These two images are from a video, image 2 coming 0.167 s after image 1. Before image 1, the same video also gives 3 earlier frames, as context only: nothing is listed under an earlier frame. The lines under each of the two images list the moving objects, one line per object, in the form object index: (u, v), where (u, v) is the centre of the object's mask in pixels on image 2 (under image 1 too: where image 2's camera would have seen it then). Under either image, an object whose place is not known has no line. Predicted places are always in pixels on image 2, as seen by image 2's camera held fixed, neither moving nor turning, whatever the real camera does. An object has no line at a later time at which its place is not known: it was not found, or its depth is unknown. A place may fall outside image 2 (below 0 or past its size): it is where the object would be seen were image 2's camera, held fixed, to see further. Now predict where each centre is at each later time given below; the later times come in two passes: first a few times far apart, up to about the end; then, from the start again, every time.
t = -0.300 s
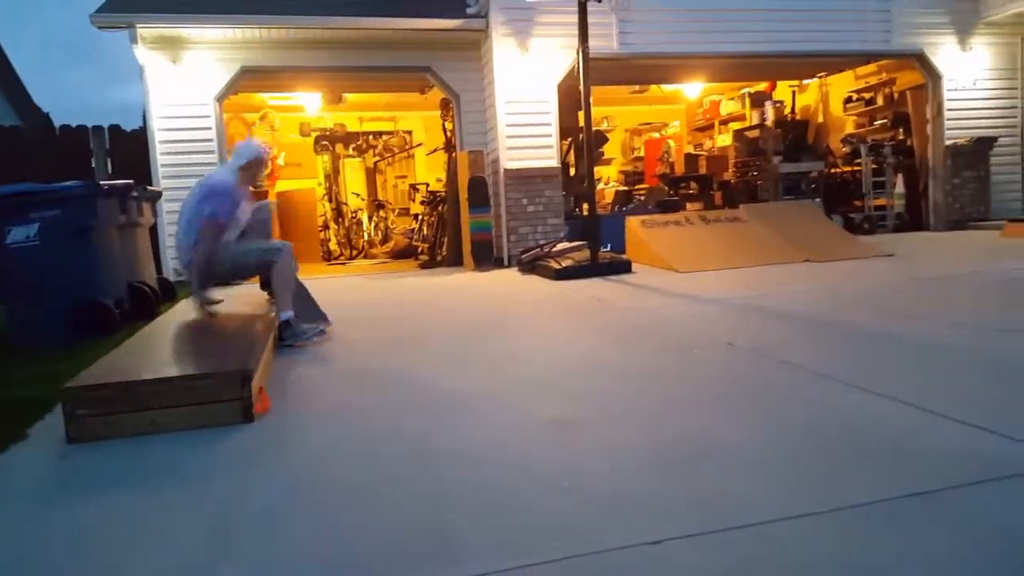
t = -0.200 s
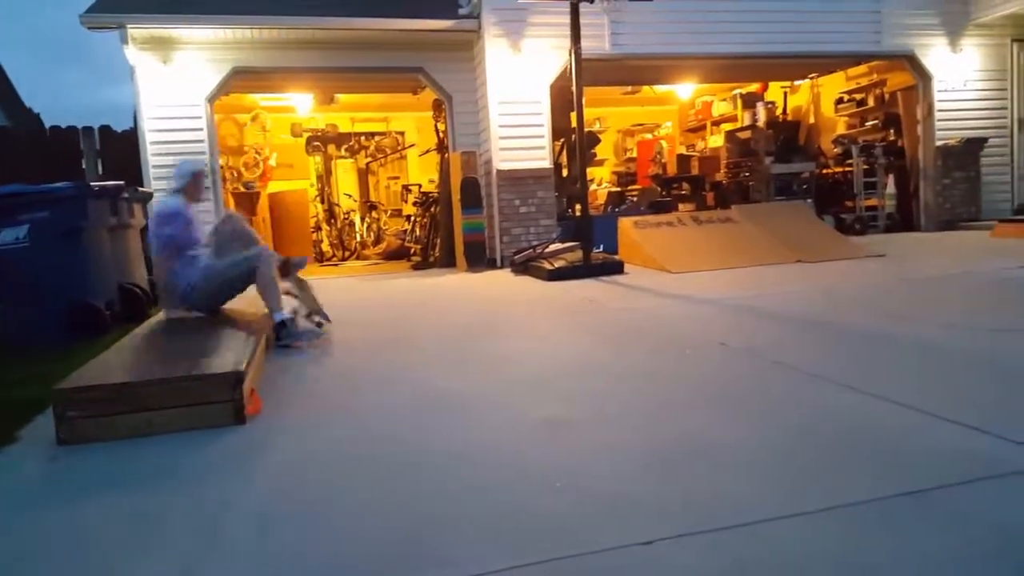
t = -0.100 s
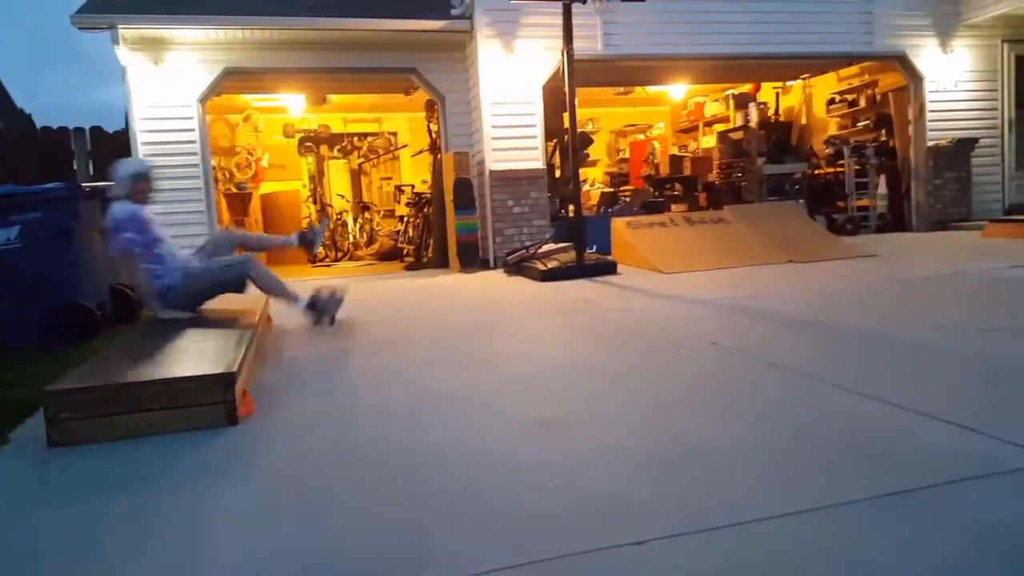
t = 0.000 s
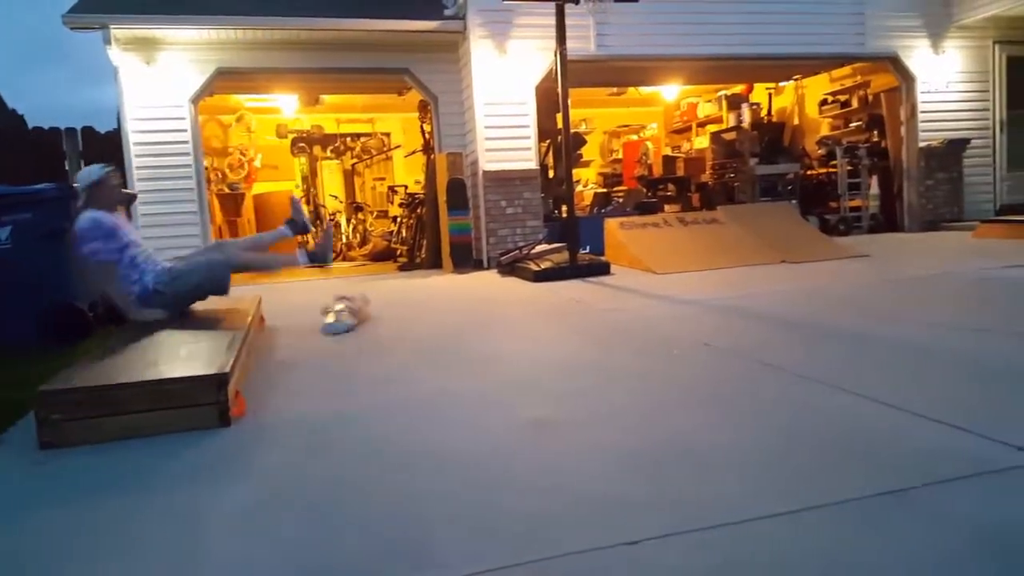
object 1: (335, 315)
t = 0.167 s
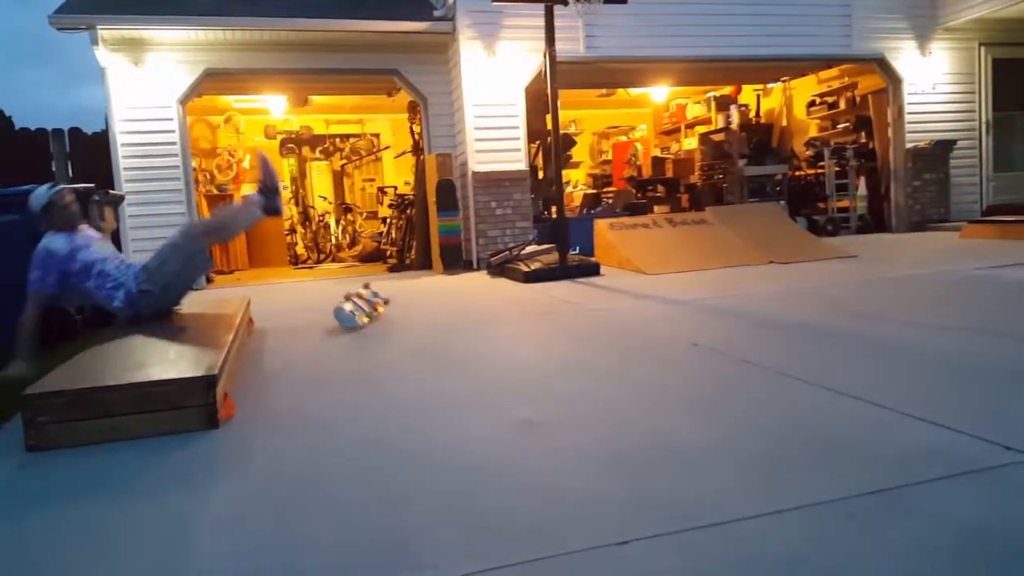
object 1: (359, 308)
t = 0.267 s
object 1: (370, 308)
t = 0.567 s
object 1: (379, 305)
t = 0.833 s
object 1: (368, 308)
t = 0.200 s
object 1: (365, 309)
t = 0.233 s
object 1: (368, 310)
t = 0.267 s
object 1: (370, 308)
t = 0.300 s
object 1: (371, 308)
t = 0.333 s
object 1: (373, 308)
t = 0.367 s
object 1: (374, 308)
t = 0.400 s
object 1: (376, 307)
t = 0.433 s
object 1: (378, 306)
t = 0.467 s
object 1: (379, 306)
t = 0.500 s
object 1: (379, 305)
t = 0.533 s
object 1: (379, 305)
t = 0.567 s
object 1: (379, 305)
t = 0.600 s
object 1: (378, 305)
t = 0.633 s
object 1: (377, 306)
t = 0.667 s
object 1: (376, 307)
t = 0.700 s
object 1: (374, 308)
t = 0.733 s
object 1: (372, 308)
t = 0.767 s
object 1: (371, 308)
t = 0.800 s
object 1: (369, 309)
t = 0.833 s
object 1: (368, 308)
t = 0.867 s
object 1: (366, 309)
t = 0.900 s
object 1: (364, 309)
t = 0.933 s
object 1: (363, 310)
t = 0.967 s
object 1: (361, 311)
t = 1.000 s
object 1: (360, 313)
